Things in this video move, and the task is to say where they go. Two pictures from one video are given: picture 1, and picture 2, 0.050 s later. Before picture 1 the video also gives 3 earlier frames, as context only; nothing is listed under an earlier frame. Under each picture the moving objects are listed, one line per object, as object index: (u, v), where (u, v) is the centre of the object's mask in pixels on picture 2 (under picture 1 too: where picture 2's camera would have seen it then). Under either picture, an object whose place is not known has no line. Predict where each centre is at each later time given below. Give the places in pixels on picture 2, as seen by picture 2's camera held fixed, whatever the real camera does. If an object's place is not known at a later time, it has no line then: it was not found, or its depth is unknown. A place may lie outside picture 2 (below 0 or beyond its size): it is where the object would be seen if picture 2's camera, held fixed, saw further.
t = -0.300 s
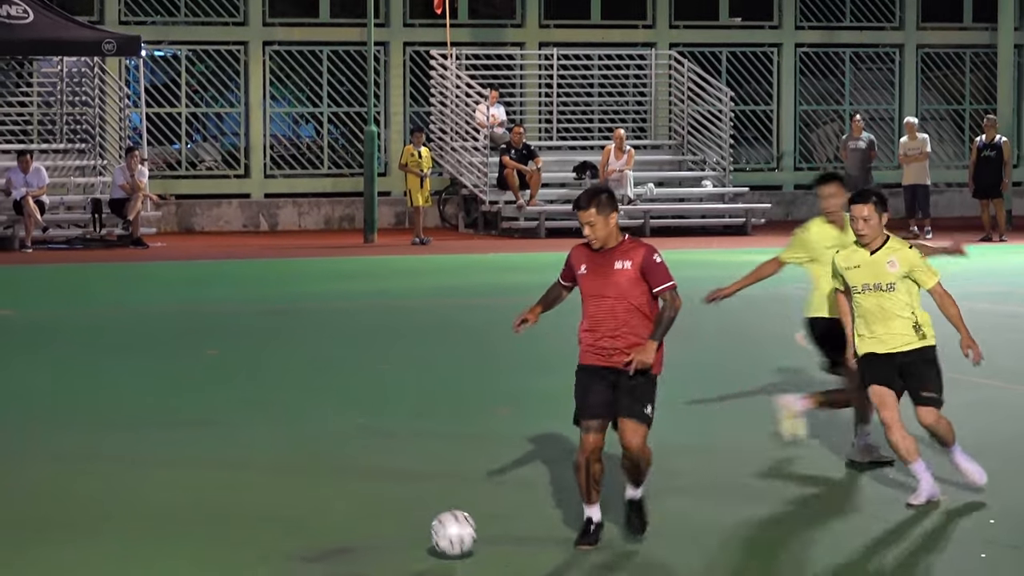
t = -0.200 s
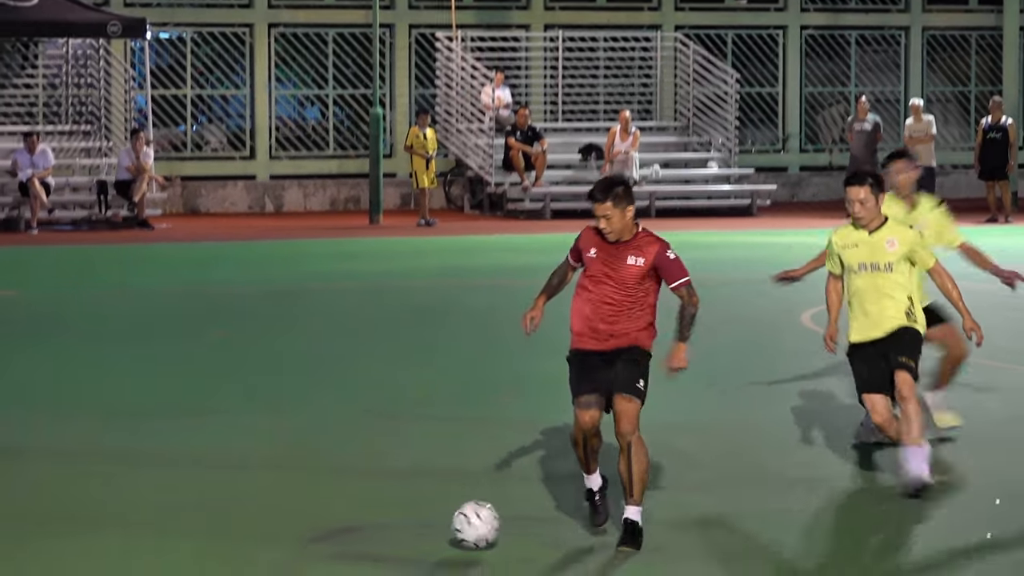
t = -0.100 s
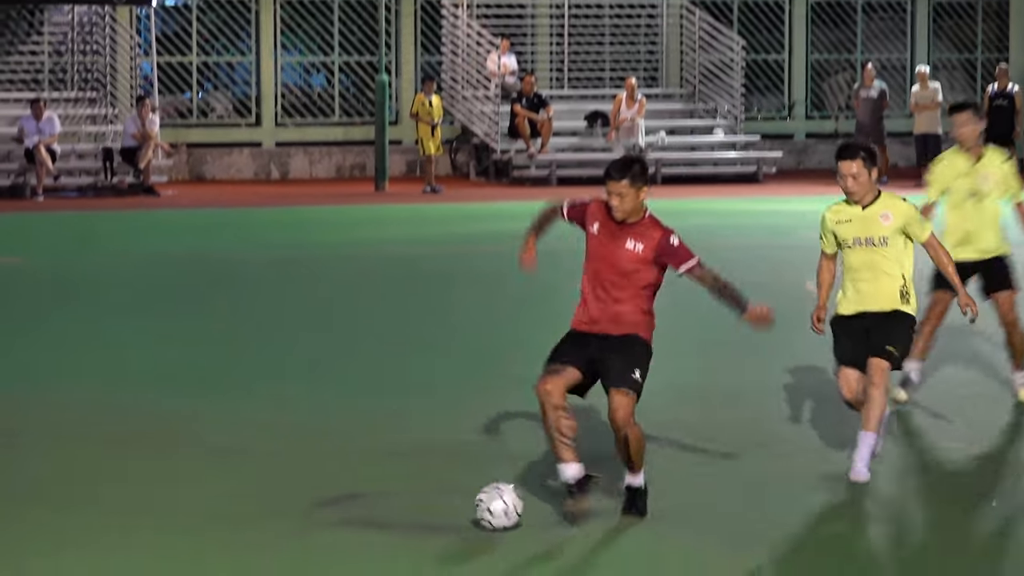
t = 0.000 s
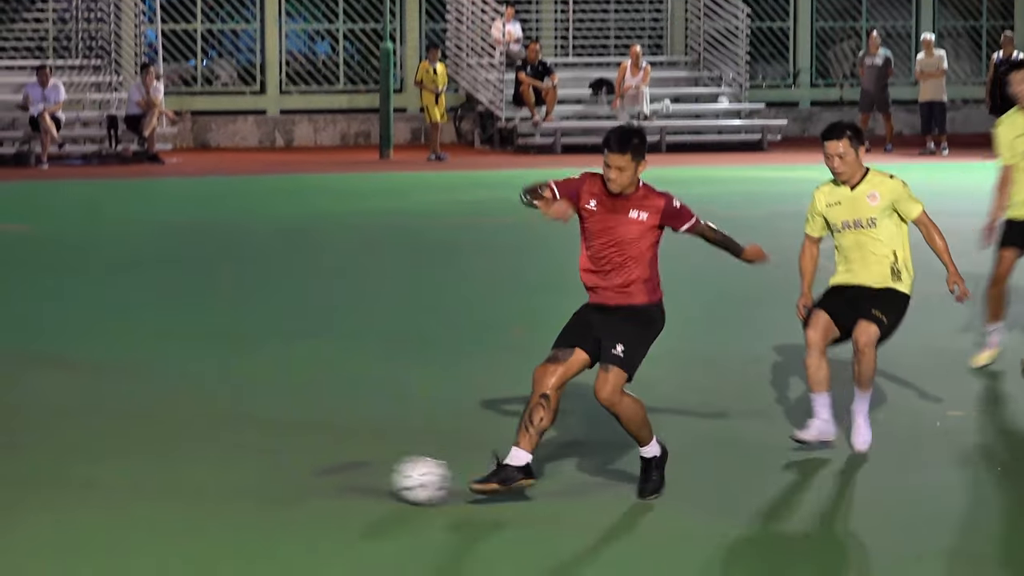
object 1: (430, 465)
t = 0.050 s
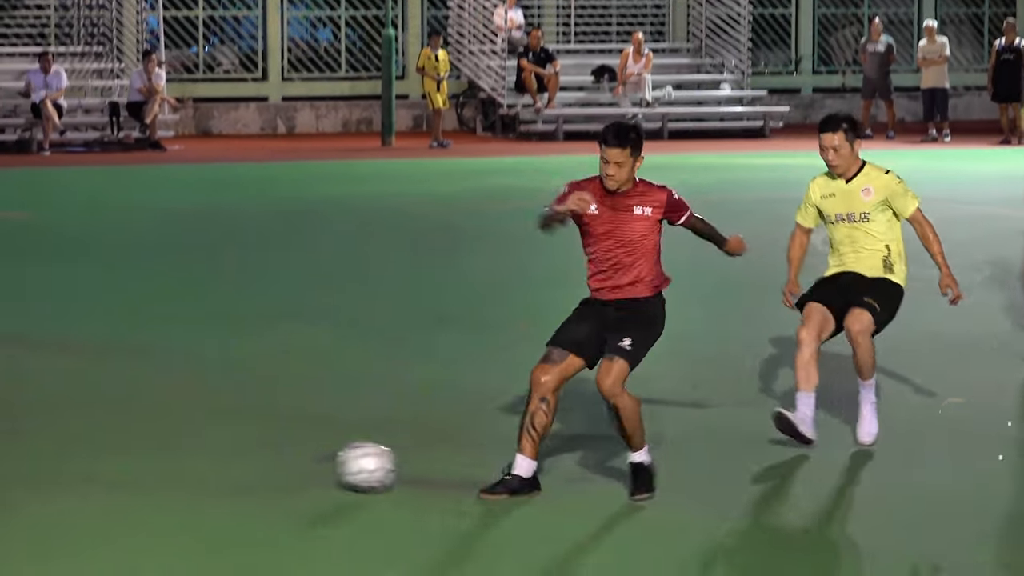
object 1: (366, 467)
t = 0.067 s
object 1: (346, 469)
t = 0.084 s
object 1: (327, 469)
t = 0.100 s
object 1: (308, 472)
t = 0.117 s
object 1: (290, 471)
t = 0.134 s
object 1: (270, 471)
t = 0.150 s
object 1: (254, 469)
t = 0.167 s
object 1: (233, 473)
